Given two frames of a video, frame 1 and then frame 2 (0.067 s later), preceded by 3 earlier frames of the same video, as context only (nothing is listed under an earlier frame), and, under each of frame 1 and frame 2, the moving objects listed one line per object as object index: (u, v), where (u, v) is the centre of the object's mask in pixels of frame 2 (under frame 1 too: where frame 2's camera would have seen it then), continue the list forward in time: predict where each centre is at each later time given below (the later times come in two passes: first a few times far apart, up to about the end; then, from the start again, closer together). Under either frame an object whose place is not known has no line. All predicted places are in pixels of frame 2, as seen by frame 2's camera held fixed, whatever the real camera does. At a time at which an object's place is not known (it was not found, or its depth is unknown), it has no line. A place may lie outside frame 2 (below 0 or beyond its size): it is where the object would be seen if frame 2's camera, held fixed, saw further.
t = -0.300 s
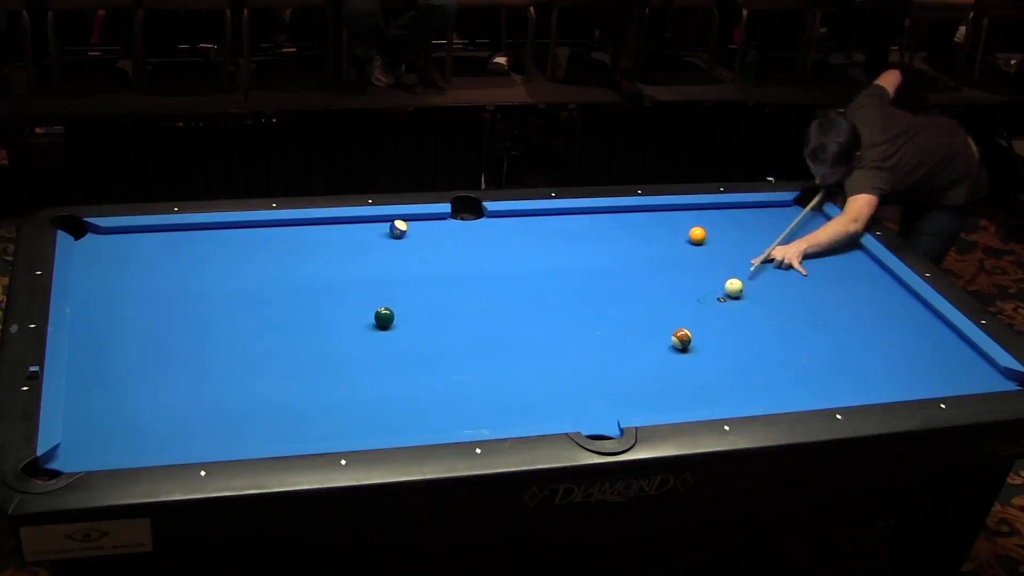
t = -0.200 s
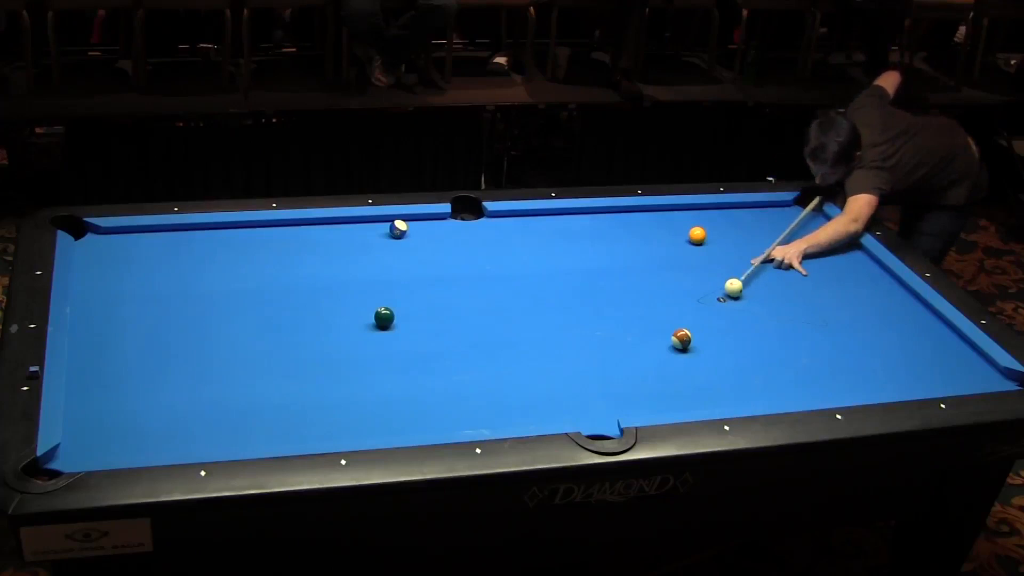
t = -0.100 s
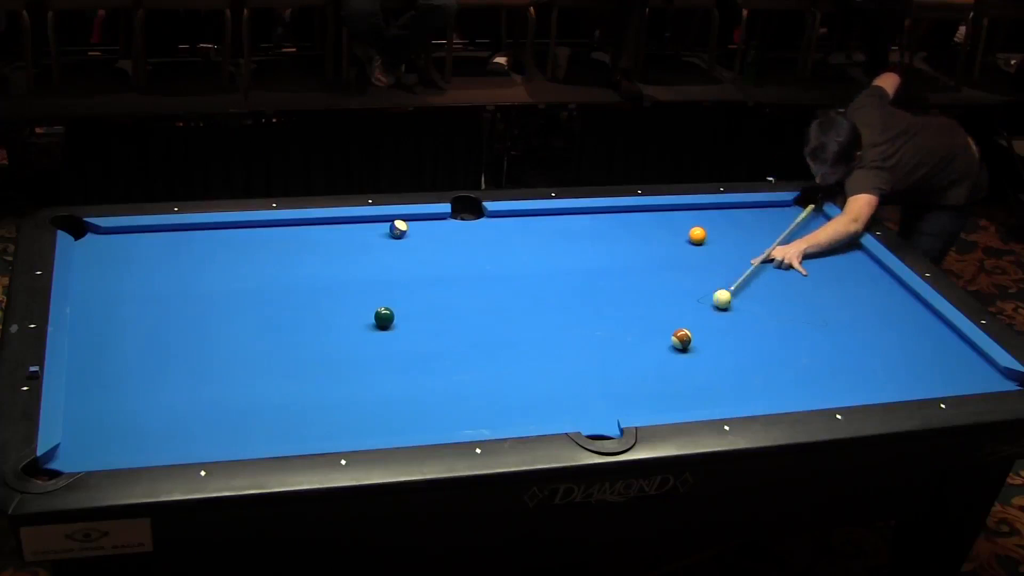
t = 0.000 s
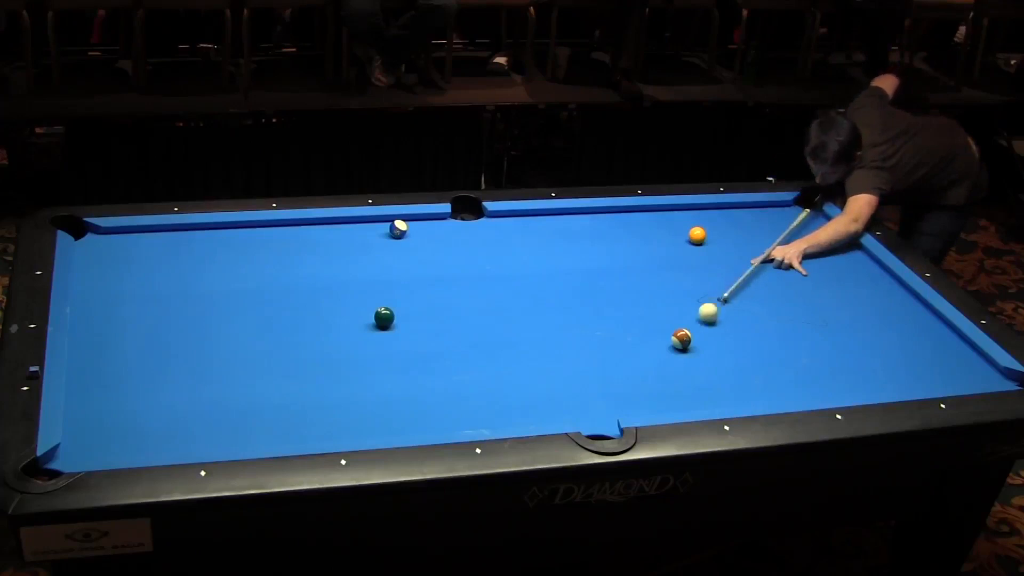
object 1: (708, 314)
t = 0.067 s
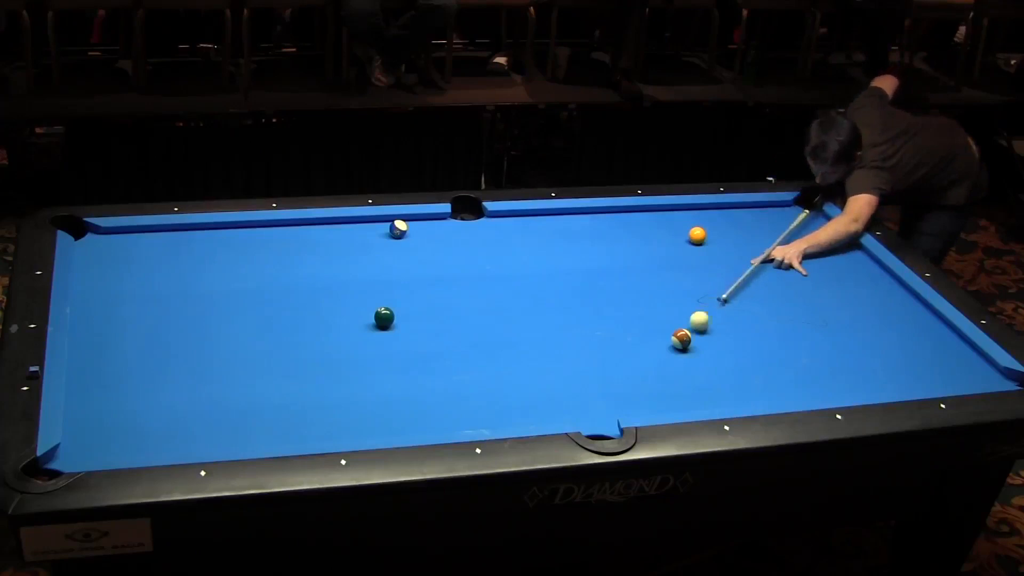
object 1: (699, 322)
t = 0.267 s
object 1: (687, 335)
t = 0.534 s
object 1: (680, 342)
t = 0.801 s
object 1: (674, 349)
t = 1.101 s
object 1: (668, 354)
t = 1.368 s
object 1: (663, 359)
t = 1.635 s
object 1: (659, 363)
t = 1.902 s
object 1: (656, 367)
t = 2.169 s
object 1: (653, 370)
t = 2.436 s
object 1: (651, 372)
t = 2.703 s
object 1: (650, 373)
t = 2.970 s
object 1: (649, 374)
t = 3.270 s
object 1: (649, 374)
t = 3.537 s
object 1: (649, 374)
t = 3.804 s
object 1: (649, 374)
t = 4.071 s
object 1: (649, 374)
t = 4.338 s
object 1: (649, 374)
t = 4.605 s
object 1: (649, 374)
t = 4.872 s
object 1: (649, 374)
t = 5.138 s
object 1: (649, 374)
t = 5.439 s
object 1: (649, 374)
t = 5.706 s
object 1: (649, 374)
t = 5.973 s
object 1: (649, 374)
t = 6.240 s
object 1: (649, 374)
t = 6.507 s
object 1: (649, 374)
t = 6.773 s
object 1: (649, 374)
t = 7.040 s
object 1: (649, 374)
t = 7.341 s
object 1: (649, 374)
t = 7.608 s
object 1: (649, 374)
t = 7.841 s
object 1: (649, 374)
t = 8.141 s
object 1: (649, 374)
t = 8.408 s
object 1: (649, 374)
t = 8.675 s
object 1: (649, 374)
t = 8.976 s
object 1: (649, 374)
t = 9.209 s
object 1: (649, 374)
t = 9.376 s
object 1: (649, 374)
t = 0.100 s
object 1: (696, 326)
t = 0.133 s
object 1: (692, 329)
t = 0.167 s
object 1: (690, 331)
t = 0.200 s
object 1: (689, 332)
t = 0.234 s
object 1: (688, 334)
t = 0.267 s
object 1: (687, 335)
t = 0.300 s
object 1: (686, 336)
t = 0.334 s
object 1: (685, 337)
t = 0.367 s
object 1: (684, 337)
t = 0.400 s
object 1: (683, 338)
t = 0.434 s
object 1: (682, 339)
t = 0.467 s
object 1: (682, 340)
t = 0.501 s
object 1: (681, 341)
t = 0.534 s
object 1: (680, 342)
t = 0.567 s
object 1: (679, 343)
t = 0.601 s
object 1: (678, 343)
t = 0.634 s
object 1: (678, 344)
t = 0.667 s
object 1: (677, 345)
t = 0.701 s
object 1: (676, 346)
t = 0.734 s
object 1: (675, 347)
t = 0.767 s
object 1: (675, 348)
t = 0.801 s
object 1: (674, 349)
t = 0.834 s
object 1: (673, 348)
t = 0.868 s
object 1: (672, 350)
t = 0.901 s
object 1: (672, 351)
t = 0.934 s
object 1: (671, 351)
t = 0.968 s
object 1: (670, 351)
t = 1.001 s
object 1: (670, 352)
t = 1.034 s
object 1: (669, 352)
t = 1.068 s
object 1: (669, 353)
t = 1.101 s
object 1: (668, 354)
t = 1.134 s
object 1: (667, 355)
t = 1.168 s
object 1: (666, 355)
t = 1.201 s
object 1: (666, 356)
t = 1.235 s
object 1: (665, 356)
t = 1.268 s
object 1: (664, 357)
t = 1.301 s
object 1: (664, 358)
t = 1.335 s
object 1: (663, 358)
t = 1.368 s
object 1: (663, 359)
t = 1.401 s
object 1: (663, 359)
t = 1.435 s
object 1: (662, 360)
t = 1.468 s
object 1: (661, 361)
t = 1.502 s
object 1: (661, 361)
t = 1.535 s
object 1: (660, 362)
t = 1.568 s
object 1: (660, 362)
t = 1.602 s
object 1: (659, 363)
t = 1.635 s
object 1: (659, 363)
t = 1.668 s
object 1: (659, 364)
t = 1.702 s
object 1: (658, 364)
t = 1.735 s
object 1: (658, 365)
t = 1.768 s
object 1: (657, 366)
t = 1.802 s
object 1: (657, 366)
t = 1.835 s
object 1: (656, 367)
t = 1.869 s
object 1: (656, 367)
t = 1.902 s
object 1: (656, 367)
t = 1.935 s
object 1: (655, 368)
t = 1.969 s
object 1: (655, 368)
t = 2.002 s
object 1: (654, 369)
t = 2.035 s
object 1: (654, 369)
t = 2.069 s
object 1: (654, 369)
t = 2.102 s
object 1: (654, 369)
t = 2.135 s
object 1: (653, 370)
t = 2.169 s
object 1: (653, 370)
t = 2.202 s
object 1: (653, 371)
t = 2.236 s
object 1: (653, 371)
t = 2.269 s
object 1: (652, 371)
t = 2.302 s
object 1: (652, 371)
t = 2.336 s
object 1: (652, 372)
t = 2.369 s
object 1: (652, 372)
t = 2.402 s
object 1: (651, 372)
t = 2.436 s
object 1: (651, 372)
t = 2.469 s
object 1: (651, 372)
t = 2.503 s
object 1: (651, 372)
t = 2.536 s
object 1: (651, 373)
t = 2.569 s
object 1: (651, 373)
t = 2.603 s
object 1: (651, 373)
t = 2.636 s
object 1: (650, 373)
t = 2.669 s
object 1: (650, 373)
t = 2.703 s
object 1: (650, 373)
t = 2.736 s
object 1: (650, 374)
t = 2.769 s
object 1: (650, 374)
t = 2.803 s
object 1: (650, 374)
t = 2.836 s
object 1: (650, 374)
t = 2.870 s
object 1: (650, 374)
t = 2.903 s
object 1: (649, 374)
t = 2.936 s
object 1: (649, 374)
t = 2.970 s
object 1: (649, 374)
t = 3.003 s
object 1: (649, 374)
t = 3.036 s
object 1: (649, 374)
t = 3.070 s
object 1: (649, 374)
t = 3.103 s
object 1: (649, 374)
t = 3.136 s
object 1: (649, 374)
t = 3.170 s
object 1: (649, 374)
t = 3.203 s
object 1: (649, 374)
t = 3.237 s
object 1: (649, 374)
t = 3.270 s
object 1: (649, 374)
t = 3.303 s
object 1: (649, 374)
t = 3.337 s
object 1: (649, 374)
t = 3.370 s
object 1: (649, 374)
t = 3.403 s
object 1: (649, 374)
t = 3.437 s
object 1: (649, 374)
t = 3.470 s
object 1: (649, 374)
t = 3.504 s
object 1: (649, 374)
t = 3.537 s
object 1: (649, 374)
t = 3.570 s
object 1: (649, 374)
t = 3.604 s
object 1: (649, 374)
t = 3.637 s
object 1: (649, 374)
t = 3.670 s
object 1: (649, 374)
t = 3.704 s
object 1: (649, 374)
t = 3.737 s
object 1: (649, 374)
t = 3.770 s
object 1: (649, 374)
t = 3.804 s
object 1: (649, 374)
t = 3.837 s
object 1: (649, 374)
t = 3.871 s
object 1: (649, 374)
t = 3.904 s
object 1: (649, 374)
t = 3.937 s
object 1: (649, 374)
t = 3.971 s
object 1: (649, 374)
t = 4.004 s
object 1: (649, 374)
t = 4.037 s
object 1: (649, 374)
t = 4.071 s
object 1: (649, 374)
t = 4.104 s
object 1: (649, 374)
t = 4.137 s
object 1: (649, 374)
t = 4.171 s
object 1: (649, 374)
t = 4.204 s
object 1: (649, 374)
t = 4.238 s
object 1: (649, 374)
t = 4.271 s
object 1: (649, 374)
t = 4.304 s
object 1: (649, 374)
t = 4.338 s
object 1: (649, 374)
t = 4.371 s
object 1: (649, 374)
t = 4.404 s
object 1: (649, 374)
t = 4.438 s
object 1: (649, 374)
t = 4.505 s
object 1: (649, 374)
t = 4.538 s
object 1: (649, 374)
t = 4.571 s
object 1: (649, 374)
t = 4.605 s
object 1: (649, 374)
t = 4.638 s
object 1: (649, 374)
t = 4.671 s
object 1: (649, 374)
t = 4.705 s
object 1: (649, 374)
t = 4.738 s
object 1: (649, 374)
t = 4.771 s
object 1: (649, 374)
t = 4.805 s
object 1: (649, 374)
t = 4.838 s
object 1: (649, 374)
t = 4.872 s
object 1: (649, 374)
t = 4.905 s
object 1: (649, 374)
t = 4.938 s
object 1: (649, 374)
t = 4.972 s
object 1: (649, 374)
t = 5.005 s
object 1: (649, 374)
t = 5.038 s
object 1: (649, 374)
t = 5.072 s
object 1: (649, 374)
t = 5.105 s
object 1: (649, 374)
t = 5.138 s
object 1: (649, 374)
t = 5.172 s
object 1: (649, 374)
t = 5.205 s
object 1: (649, 374)
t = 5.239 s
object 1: (649, 374)
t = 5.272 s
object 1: (649, 374)
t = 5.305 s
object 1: (649, 374)
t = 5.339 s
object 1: (649, 374)
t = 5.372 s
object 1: (649, 374)
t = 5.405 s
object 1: (649, 374)
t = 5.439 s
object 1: (649, 374)
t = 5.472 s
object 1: (649, 374)
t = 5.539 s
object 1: (649, 374)
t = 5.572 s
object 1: (649, 374)
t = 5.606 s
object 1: (649, 374)
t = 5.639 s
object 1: (649, 374)
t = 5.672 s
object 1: (649, 374)
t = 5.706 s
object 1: (649, 374)
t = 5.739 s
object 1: (649, 374)
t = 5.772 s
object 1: (649, 374)
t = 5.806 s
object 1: (649, 374)
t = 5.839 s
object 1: (649, 374)
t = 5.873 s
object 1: (649, 374)
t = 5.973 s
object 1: (649, 374)
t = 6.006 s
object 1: (649, 374)
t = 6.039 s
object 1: (649, 374)
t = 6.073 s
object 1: (649, 374)
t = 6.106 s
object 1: (649, 374)
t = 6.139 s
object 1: (649, 374)
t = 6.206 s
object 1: (649, 374)
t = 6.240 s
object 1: (649, 374)
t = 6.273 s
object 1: (649, 374)
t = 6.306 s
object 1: (649, 374)
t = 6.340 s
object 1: (649, 374)
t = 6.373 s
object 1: (649, 374)
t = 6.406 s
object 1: (649, 374)
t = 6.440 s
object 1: (649, 374)
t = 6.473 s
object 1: (649, 374)
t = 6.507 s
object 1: (649, 374)
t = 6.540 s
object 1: (649, 374)
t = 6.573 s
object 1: (649, 374)
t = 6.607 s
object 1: (649, 374)
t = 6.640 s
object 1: (649, 374)
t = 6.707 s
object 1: (649, 374)
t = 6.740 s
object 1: (649, 374)
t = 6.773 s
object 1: (649, 374)
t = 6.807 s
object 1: (649, 374)
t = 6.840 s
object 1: (649, 374)
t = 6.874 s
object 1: (649, 374)
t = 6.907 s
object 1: (649, 374)
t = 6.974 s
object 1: (649, 374)
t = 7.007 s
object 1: (649, 374)
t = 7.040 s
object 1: (649, 374)
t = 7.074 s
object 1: (649, 374)
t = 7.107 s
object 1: (649, 374)
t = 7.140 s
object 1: (649, 374)
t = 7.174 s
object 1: (649, 374)
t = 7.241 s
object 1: (649, 374)
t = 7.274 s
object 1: (649, 374)
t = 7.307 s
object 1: (649, 374)
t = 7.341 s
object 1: (649, 374)
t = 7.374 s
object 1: (649, 374)
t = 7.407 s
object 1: (649, 374)
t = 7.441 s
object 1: (649, 374)
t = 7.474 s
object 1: (649, 374)
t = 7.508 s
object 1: (649, 374)
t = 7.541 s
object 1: (649, 374)
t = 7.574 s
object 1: (649, 374)
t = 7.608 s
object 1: (649, 374)
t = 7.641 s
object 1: (649, 374)
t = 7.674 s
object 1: (649, 374)
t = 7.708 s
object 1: (649, 374)
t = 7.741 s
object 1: (649, 374)
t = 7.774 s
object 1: (649, 374)
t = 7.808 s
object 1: (649, 374)
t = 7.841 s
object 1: (649, 374)
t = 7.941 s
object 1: (649, 374)
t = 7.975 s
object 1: (649, 374)
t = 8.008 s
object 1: (649, 374)
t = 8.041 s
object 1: (649, 374)
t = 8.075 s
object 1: (649, 374)
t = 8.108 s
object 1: (649, 374)
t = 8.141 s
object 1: (649, 374)
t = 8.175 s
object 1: (649, 374)
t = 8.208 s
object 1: (649, 374)
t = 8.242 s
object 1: (649, 374)
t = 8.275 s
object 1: (649, 374)
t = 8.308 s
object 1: (649, 374)
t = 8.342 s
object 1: (649, 374)
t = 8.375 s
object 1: (649, 374)
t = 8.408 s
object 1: (649, 374)
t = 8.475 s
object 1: (649, 374)
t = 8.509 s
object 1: (649, 374)
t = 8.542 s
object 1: (649, 374)
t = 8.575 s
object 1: (649, 374)
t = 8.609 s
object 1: (649, 374)
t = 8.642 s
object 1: (649, 374)
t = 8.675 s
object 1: (649, 374)
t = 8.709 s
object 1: (649, 374)
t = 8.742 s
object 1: (649, 374)
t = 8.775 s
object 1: (649, 374)
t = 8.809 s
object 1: (649, 374)
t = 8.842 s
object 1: (649, 374)
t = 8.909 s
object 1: (649, 374)
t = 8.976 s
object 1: (649, 374)
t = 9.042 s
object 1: (649, 374)
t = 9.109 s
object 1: (649, 374)
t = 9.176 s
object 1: (649, 374)
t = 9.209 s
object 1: (649, 374)
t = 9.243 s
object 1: (649, 374)
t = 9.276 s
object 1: (649, 374)
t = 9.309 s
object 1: (649, 374)
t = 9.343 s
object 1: (649, 374)
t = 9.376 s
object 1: (649, 374)
